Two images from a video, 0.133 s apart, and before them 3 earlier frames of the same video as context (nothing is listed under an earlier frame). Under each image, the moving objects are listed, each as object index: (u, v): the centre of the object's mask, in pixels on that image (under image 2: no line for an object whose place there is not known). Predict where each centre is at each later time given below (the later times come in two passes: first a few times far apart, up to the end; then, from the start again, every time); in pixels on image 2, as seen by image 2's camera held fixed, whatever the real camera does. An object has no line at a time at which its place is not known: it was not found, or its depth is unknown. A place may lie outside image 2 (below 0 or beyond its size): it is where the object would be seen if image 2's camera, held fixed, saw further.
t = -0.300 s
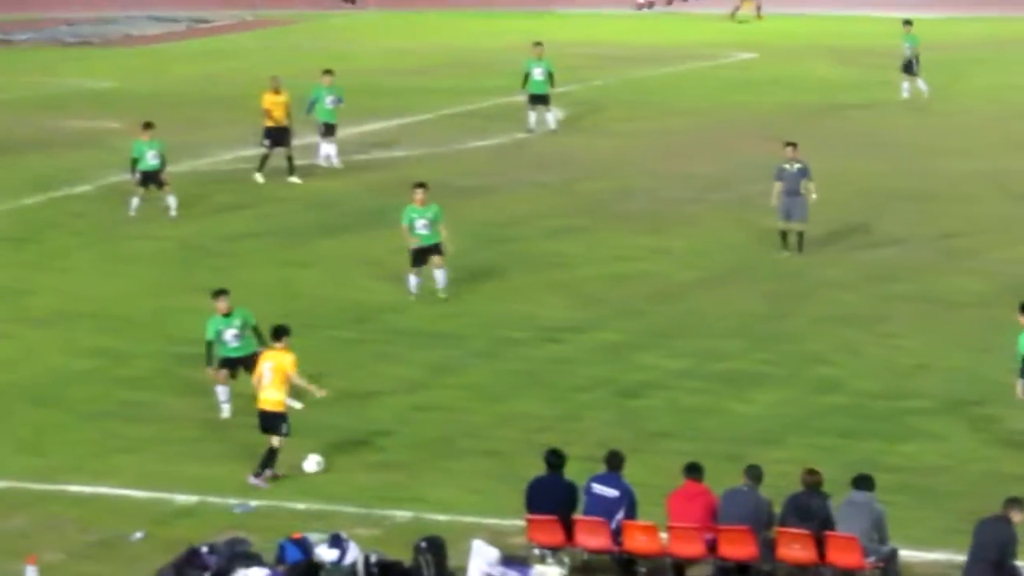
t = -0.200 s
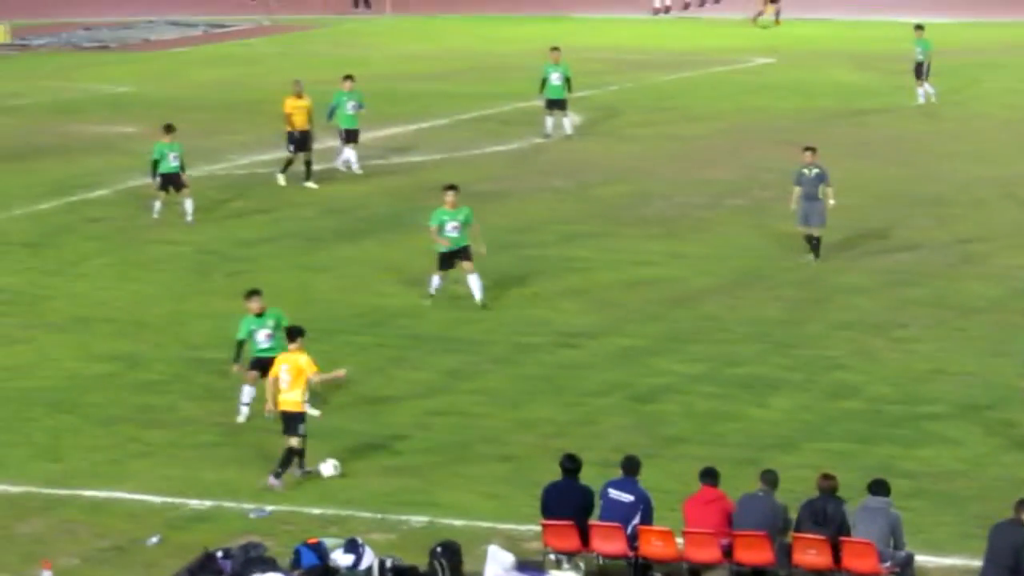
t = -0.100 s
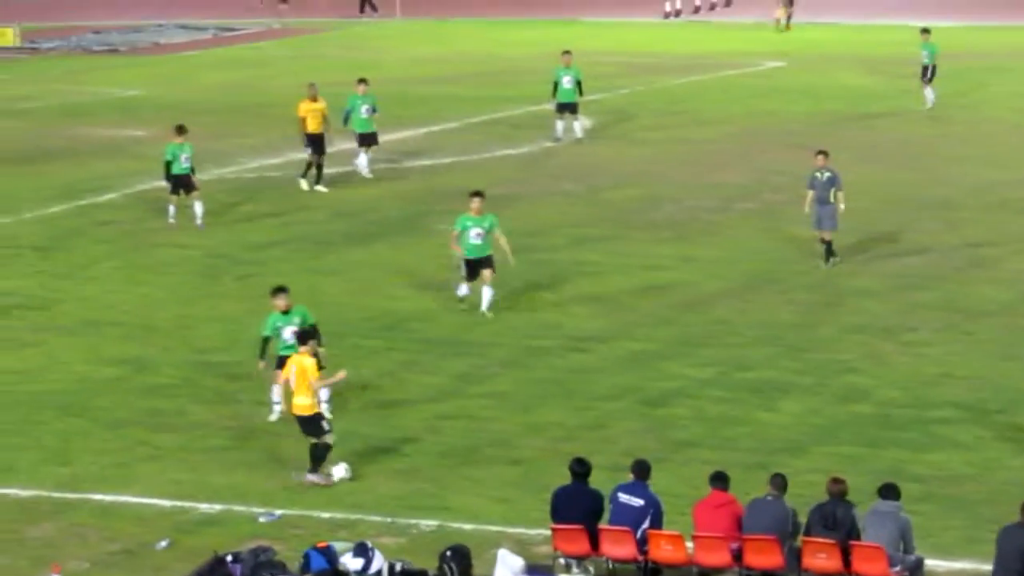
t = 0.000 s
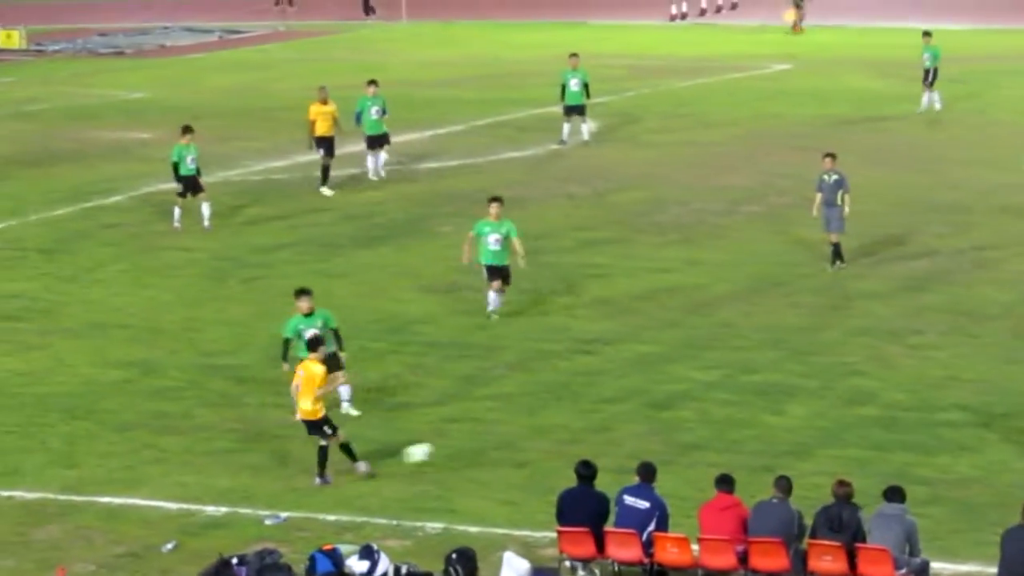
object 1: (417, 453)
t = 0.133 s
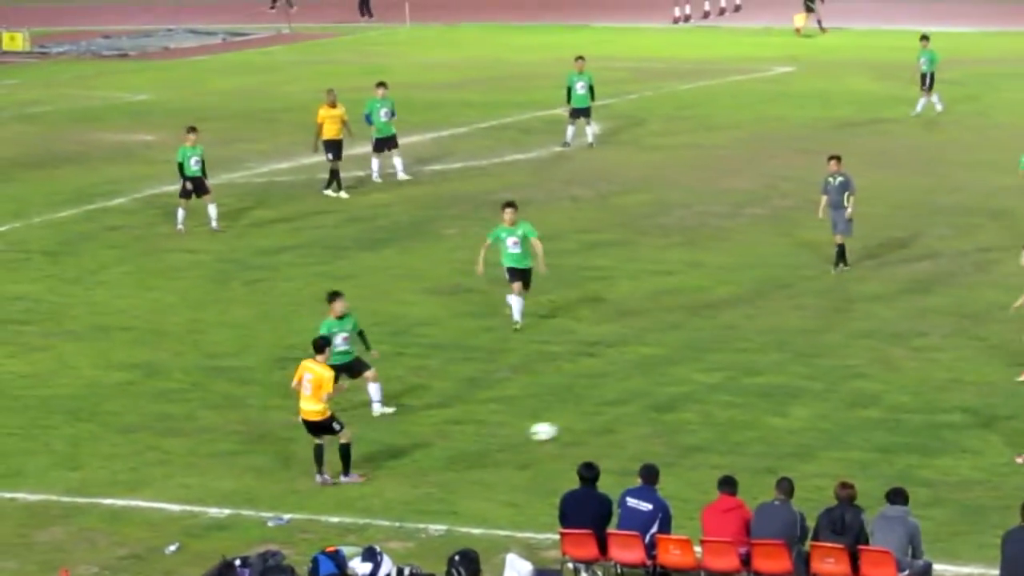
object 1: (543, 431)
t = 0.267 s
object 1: (647, 402)
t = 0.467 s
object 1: (786, 375)
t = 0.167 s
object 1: (572, 425)
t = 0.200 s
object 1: (598, 417)
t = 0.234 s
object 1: (622, 409)
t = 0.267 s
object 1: (647, 402)
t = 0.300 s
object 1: (672, 397)
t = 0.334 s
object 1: (696, 392)
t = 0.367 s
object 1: (720, 388)
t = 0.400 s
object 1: (743, 386)
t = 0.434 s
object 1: (765, 381)
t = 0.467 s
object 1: (786, 375)
